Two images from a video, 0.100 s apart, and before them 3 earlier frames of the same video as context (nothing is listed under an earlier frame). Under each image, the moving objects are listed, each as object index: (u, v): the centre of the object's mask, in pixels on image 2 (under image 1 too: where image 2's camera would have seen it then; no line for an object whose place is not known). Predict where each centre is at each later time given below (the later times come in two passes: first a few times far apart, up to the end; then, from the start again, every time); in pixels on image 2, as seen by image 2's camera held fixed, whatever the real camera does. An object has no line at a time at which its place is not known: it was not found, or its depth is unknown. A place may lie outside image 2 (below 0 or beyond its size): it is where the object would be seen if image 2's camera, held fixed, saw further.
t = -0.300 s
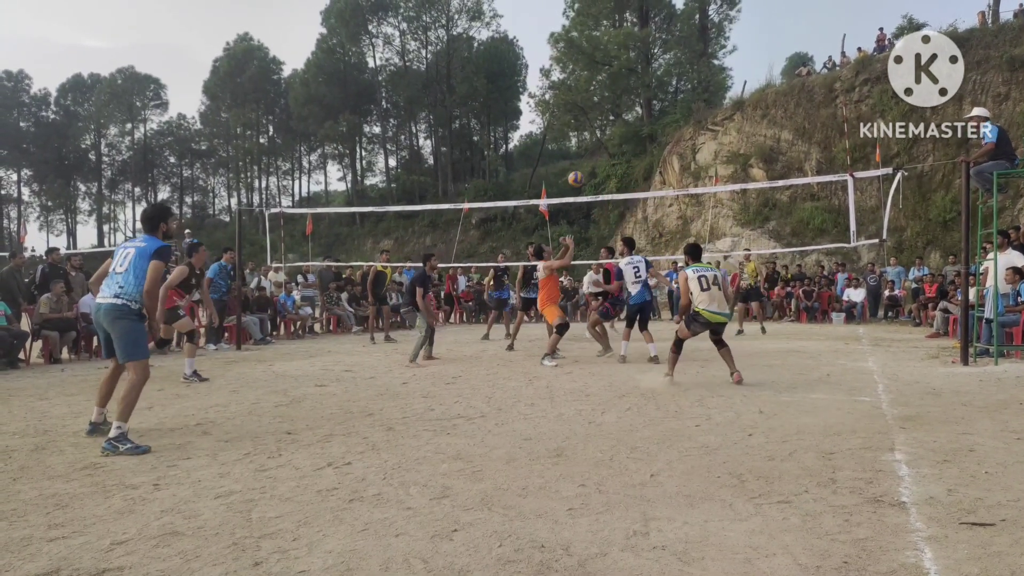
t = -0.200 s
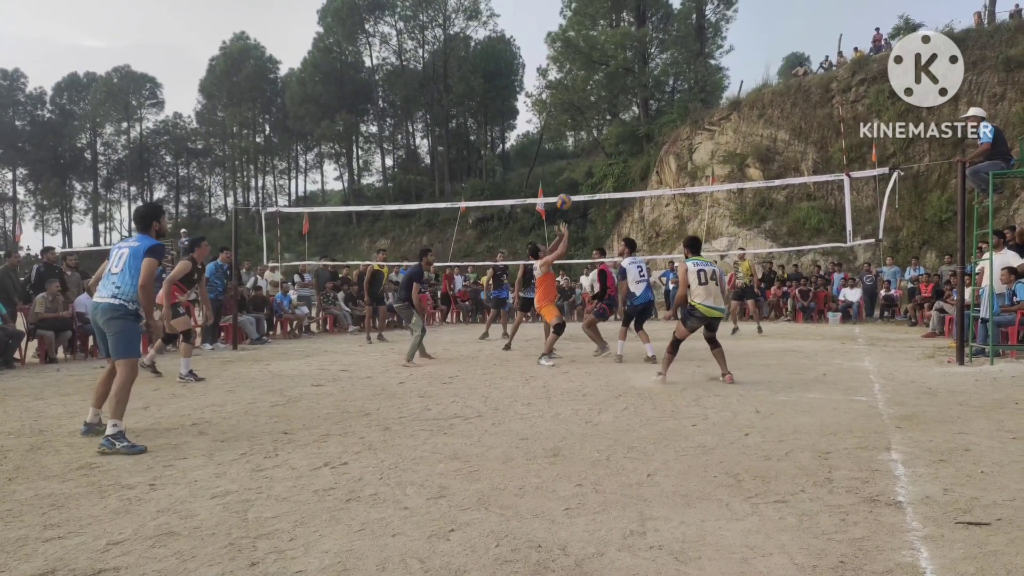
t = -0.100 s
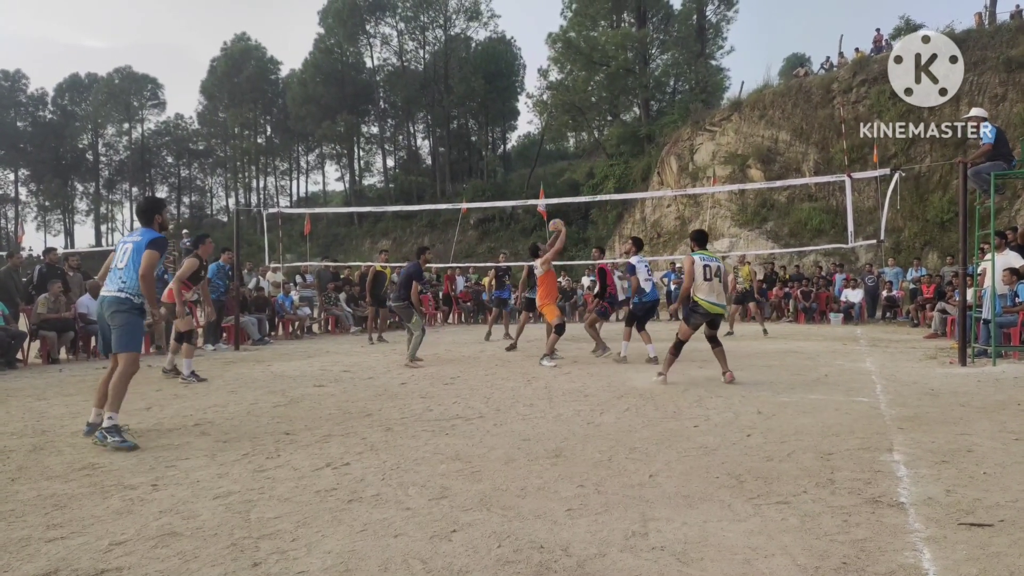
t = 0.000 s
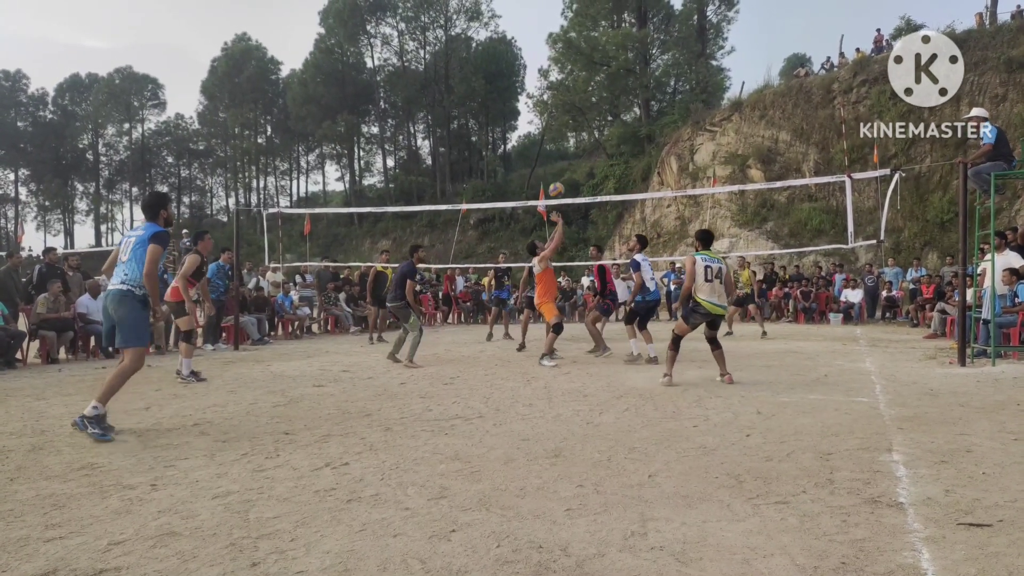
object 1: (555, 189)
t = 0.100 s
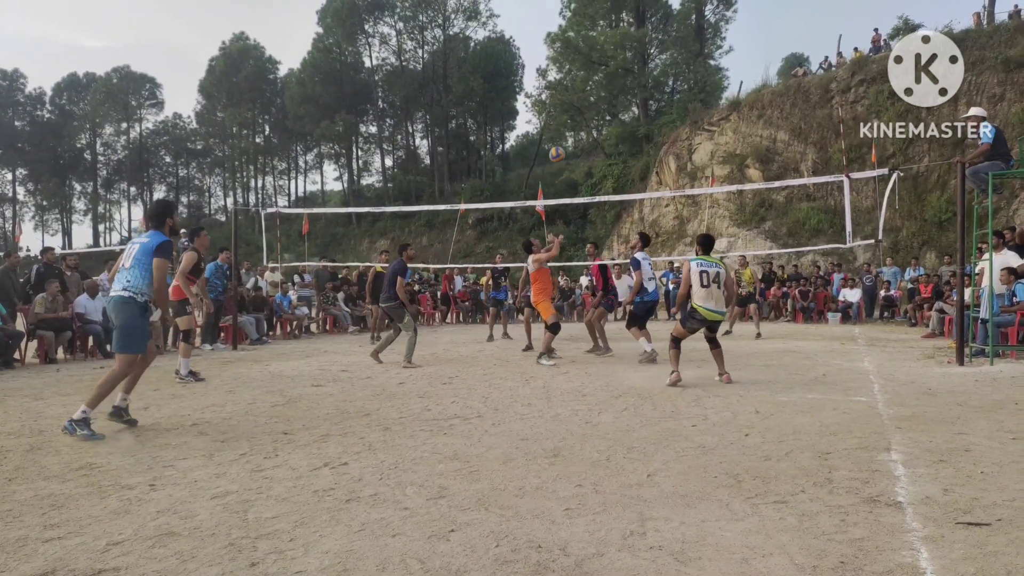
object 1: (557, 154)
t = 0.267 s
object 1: (560, 112)
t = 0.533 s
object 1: (565, 85)
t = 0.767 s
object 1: (570, 103)
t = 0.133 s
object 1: (557, 144)
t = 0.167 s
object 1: (558, 134)
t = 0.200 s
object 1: (559, 126)
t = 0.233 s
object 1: (560, 118)
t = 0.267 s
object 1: (560, 112)
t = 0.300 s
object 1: (561, 105)
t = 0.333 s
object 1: (562, 100)
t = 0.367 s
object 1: (562, 95)
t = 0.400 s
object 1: (563, 92)
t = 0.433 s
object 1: (563, 89)
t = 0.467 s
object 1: (564, 87)
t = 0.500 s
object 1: (565, 86)
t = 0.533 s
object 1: (565, 85)
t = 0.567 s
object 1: (566, 85)
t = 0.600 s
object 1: (567, 86)
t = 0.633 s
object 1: (567, 88)
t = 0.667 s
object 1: (568, 91)
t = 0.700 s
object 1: (569, 94)
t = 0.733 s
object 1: (569, 98)
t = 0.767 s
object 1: (570, 103)
